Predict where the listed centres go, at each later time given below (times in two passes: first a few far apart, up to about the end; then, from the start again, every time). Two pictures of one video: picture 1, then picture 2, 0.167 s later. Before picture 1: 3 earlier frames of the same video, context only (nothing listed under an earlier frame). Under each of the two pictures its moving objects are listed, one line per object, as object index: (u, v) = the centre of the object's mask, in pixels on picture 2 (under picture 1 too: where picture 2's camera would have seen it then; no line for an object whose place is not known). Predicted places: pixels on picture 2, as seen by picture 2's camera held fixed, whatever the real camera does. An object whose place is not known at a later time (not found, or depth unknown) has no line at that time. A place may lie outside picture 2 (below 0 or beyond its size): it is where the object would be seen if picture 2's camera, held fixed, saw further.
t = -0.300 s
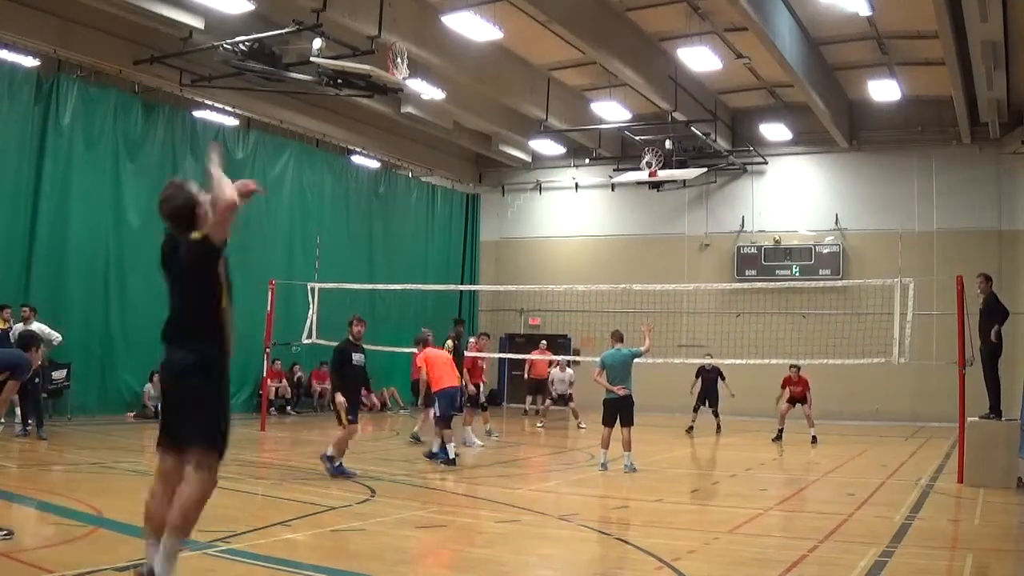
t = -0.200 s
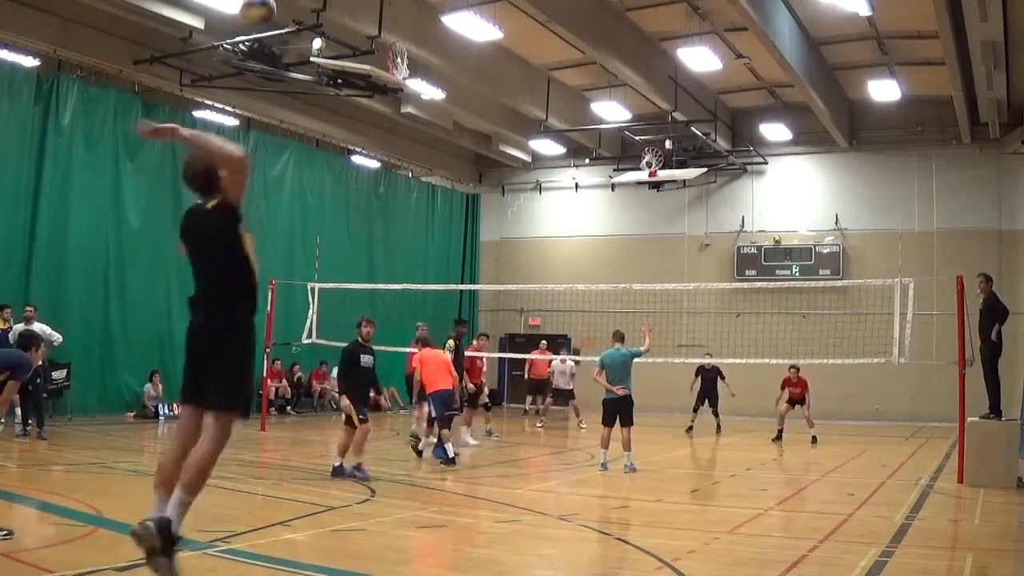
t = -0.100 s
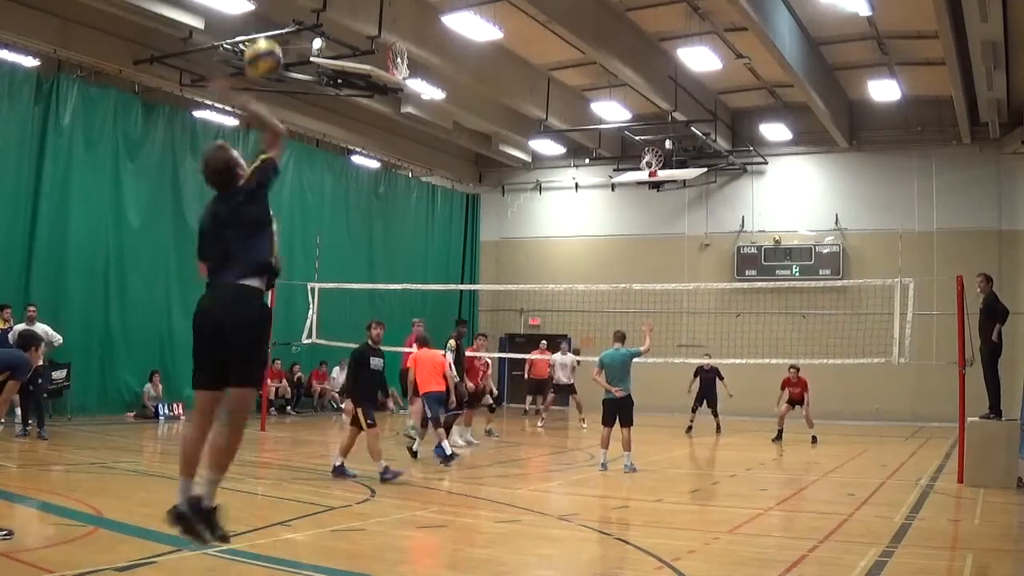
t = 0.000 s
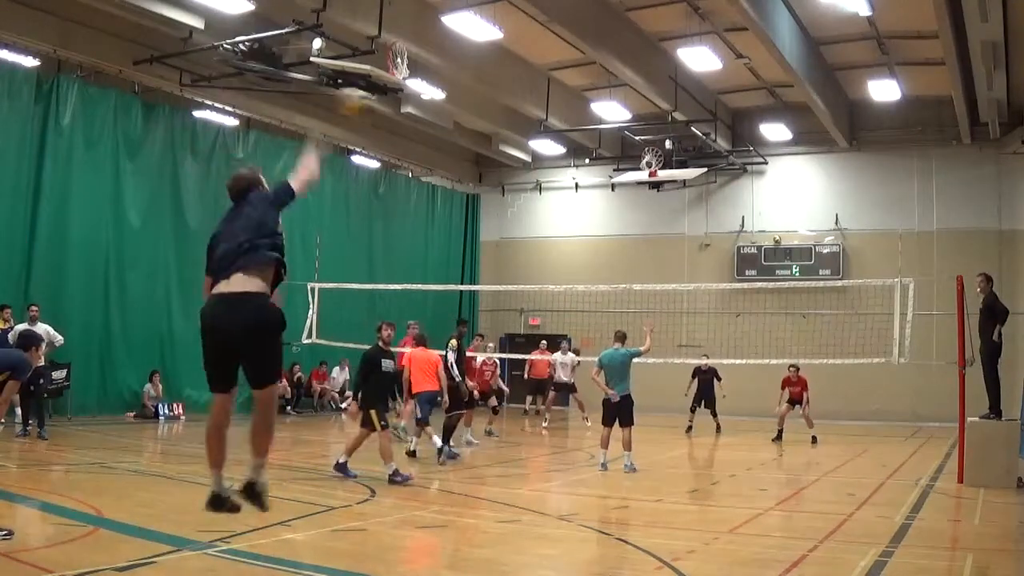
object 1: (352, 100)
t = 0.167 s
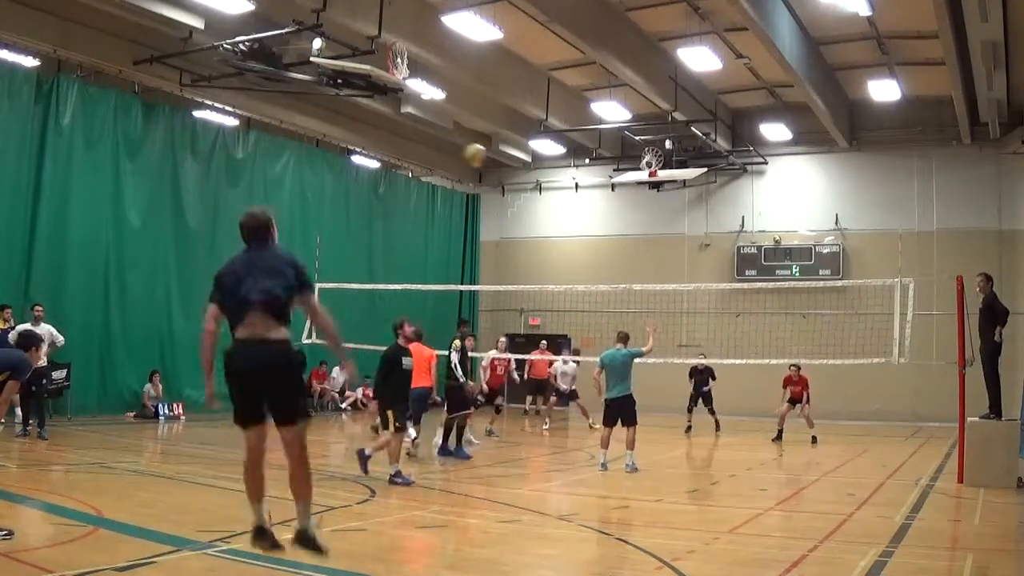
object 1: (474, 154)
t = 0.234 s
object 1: (503, 171)
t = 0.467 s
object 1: (557, 227)
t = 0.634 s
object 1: (576, 262)
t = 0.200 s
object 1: (489, 163)
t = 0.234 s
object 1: (503, 171)
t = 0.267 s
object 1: (516, 180)
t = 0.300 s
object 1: (525, 187)
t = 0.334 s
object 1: (533, 195)
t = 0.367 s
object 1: (541, 204)
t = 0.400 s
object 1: (547, 212)
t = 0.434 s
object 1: (552, 220)
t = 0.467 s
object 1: (557, 227)
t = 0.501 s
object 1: (561, 234)
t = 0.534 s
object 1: (566, 241)
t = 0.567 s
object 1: (569, 249)
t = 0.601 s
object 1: (573, 256)
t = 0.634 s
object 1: (576, 262)
